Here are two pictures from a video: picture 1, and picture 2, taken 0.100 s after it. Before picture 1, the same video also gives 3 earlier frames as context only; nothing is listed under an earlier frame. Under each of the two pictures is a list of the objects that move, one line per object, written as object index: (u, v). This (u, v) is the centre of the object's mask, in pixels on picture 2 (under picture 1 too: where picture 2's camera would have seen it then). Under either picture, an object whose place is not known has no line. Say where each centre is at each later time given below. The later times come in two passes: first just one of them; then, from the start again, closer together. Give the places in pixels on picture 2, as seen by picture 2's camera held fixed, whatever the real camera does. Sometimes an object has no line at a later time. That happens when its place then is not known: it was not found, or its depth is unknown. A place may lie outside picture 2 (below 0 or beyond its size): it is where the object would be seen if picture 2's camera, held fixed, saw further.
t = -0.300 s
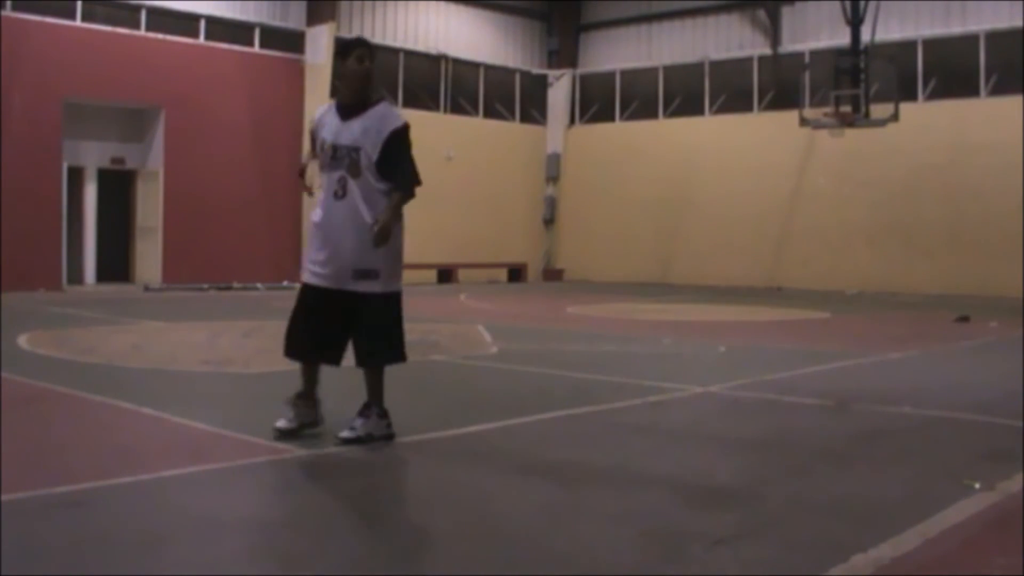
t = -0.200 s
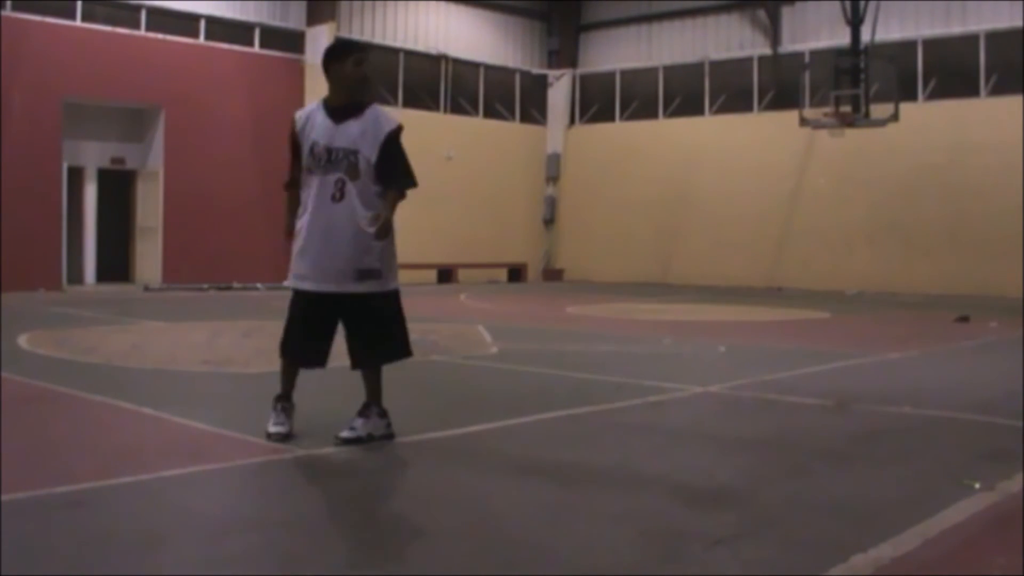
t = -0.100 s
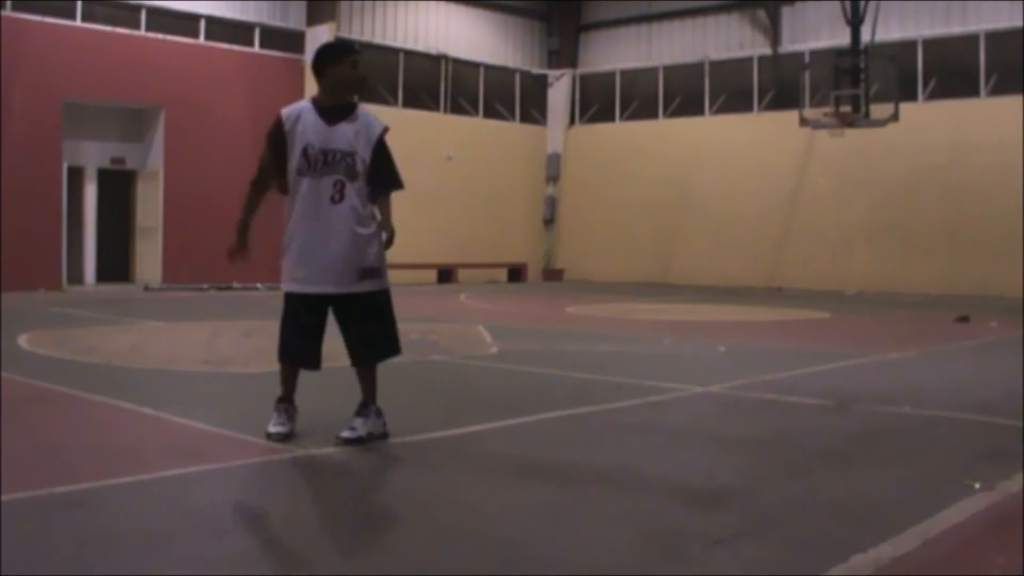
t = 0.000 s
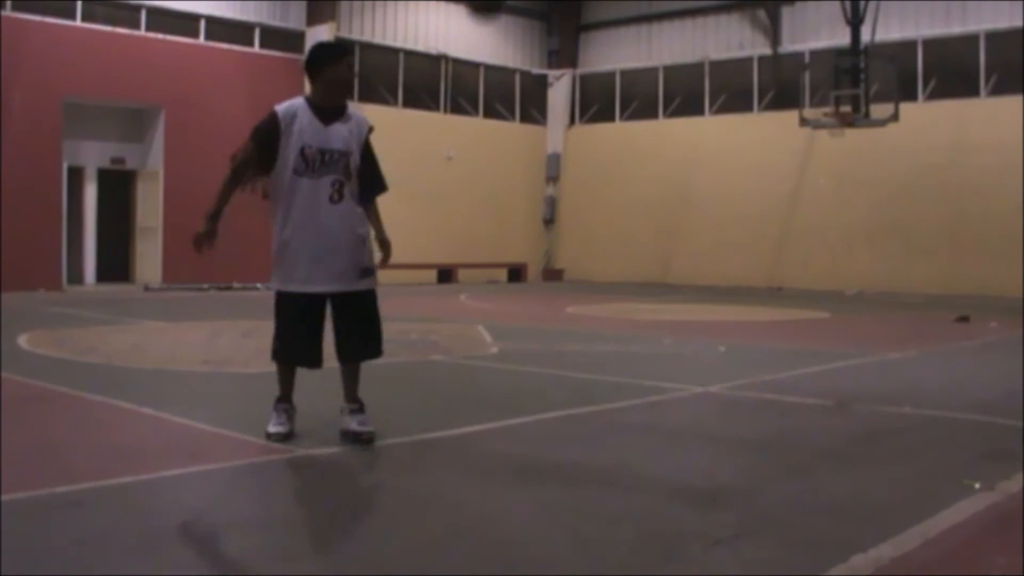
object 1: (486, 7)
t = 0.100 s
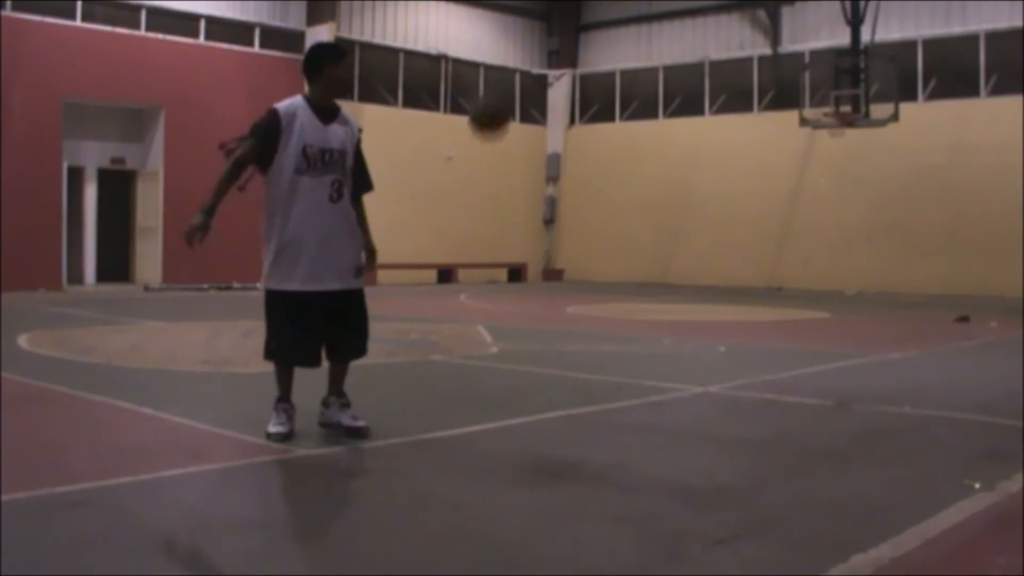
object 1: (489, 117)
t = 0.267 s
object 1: (496, 349)
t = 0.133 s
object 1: (490, 157)
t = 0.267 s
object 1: (496, 349)
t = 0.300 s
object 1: (497, 376)
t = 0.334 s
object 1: (492, 334)
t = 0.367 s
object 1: (488, 297)
